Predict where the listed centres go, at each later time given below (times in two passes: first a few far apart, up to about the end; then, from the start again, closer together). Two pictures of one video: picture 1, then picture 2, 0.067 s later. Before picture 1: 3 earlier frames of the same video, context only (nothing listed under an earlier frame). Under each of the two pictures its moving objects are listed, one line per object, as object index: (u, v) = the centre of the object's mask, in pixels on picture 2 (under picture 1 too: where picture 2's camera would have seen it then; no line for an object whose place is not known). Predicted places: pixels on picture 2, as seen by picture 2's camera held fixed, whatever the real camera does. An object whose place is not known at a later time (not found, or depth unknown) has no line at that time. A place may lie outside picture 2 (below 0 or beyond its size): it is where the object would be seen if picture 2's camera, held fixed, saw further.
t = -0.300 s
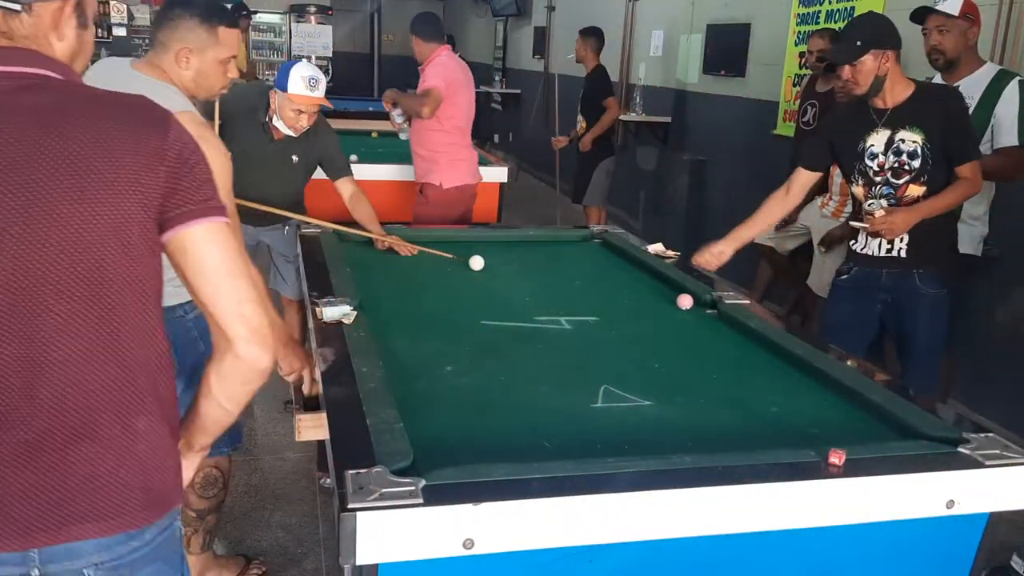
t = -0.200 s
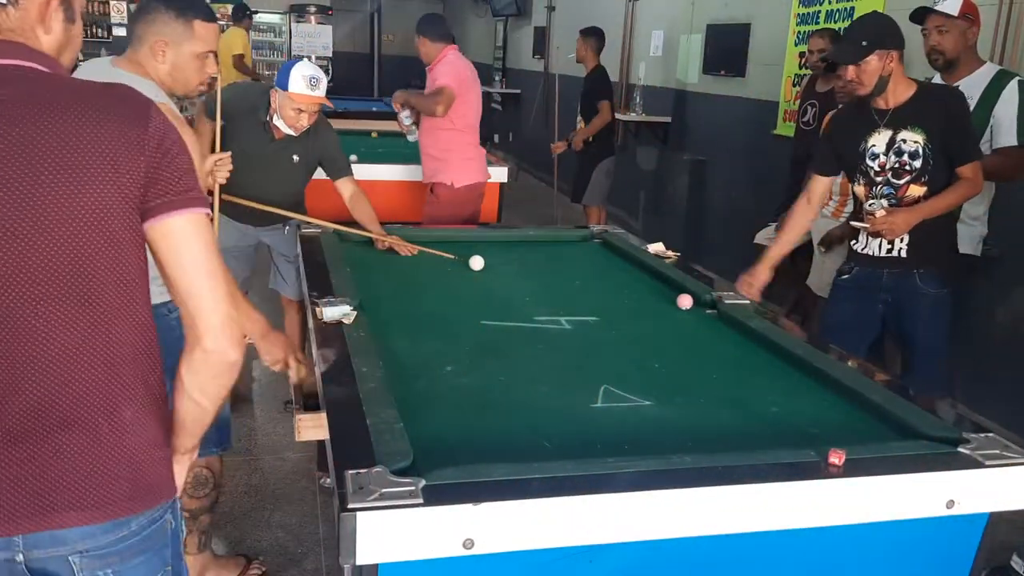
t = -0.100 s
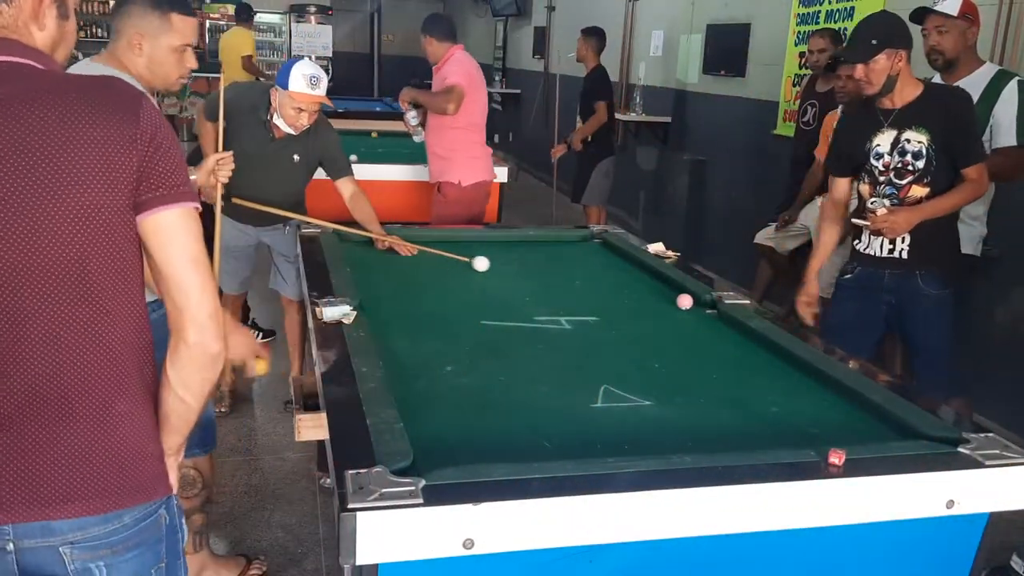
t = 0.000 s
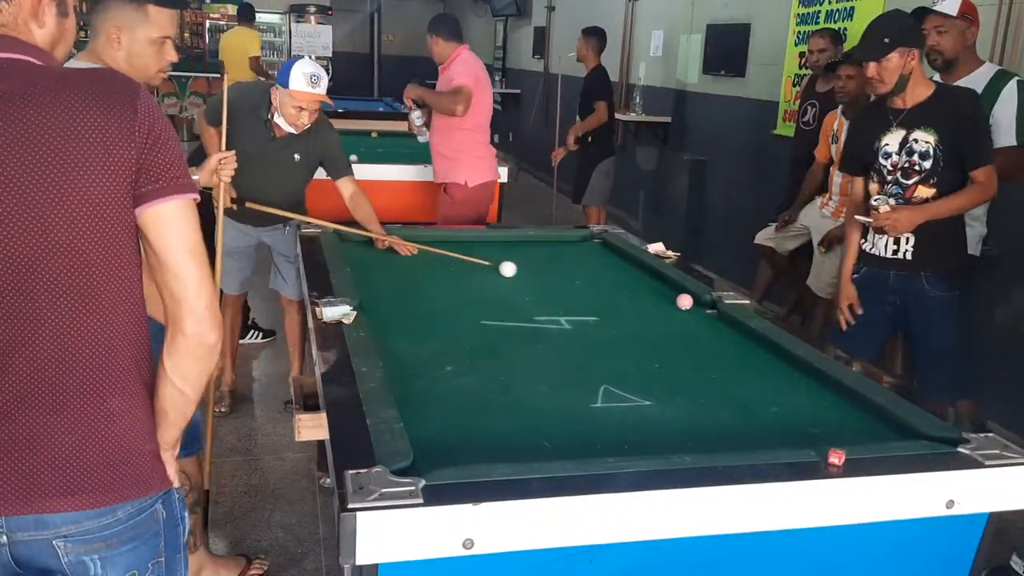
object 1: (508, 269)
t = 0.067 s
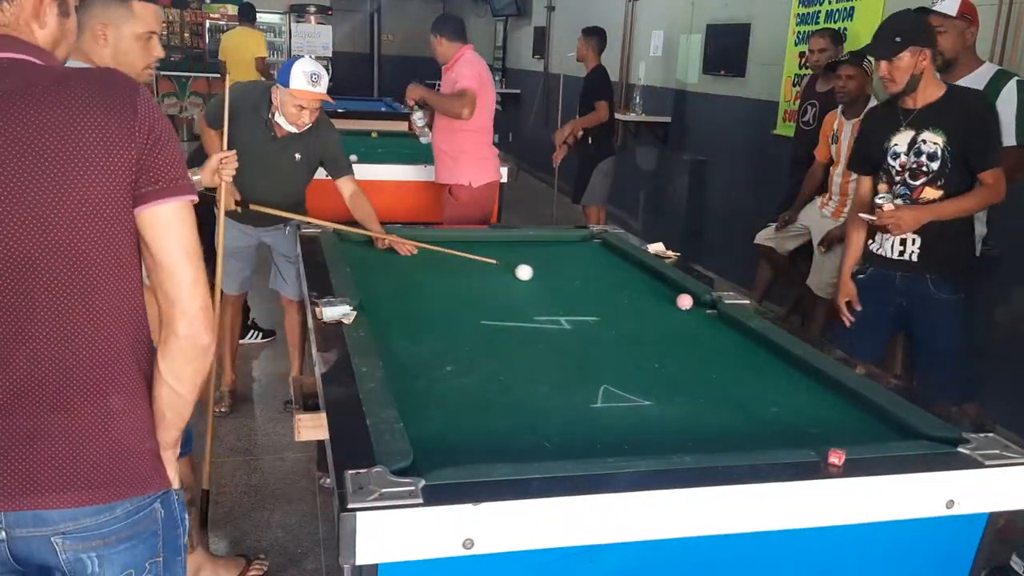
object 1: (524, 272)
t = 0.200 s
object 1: (557, 279)
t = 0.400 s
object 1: (610, 289)
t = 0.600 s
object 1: (664, 300)
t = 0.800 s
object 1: (692, 306)
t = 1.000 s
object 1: (692, 313)
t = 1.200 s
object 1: (653, 320)
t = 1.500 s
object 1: (593, 328)
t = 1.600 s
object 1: (573, 331)
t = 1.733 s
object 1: (546, 334)
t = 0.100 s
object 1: (532, 274)
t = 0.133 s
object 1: (540, 275)
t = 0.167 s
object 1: (549, 277)
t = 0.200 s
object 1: (557, 279)
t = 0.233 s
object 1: (566, 280)
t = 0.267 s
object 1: (575, 282)
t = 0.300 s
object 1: (583, 284)
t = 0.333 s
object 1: (592, 286)
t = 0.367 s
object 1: (601, 287)
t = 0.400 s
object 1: (610, 289)
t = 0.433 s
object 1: (619, 291)
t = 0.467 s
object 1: (628, 293)
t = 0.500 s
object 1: (637, 294)
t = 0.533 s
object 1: (646, 296)
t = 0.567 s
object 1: (655, 298)
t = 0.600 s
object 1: (664, 300)
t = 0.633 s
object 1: (669, 301)
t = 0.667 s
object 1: (673, 303)
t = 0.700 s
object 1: (677, 305)
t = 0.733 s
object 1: (682, 306)
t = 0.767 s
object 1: (686, 308)
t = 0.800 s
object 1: (692, 306)
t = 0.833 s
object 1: (692, 309)
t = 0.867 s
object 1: (704, 310)
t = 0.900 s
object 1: (709, 309)
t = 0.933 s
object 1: (704, 309)
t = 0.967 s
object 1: (698, 311)
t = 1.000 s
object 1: (692, 313)
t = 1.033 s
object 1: (685, 314)
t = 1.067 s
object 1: (679, 316)
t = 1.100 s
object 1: (672, 317)
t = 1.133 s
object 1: (666, 318)
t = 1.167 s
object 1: (659, 319)
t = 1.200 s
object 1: (653, 320)
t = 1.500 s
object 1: (593, 328)
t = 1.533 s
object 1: (587, 329)
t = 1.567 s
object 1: (580, 330)
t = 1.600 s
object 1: (573, 331)
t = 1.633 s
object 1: (566, 331)
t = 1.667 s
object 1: (560, 332)
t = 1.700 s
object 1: (553, 334)
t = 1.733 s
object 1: (546, 334)
